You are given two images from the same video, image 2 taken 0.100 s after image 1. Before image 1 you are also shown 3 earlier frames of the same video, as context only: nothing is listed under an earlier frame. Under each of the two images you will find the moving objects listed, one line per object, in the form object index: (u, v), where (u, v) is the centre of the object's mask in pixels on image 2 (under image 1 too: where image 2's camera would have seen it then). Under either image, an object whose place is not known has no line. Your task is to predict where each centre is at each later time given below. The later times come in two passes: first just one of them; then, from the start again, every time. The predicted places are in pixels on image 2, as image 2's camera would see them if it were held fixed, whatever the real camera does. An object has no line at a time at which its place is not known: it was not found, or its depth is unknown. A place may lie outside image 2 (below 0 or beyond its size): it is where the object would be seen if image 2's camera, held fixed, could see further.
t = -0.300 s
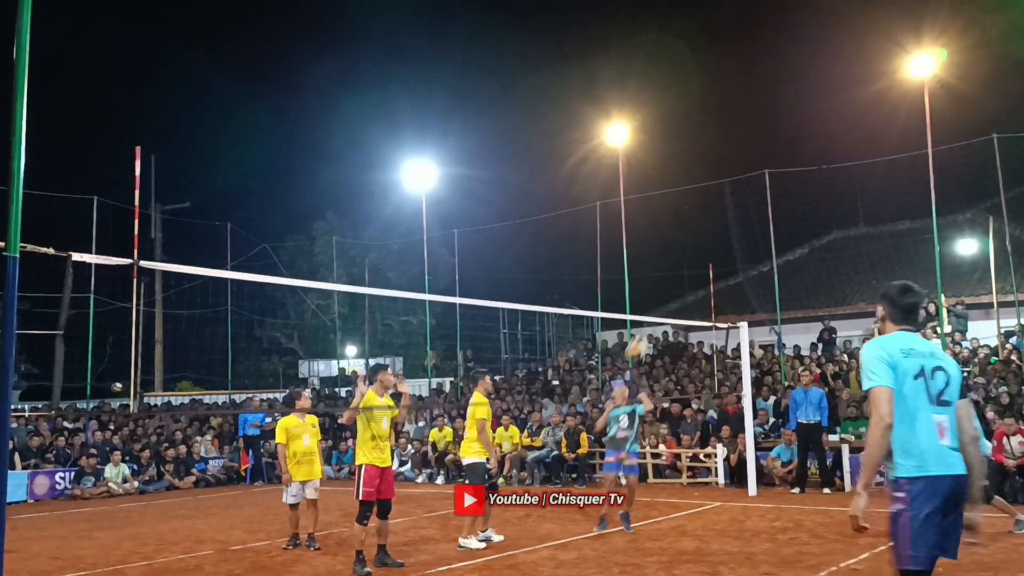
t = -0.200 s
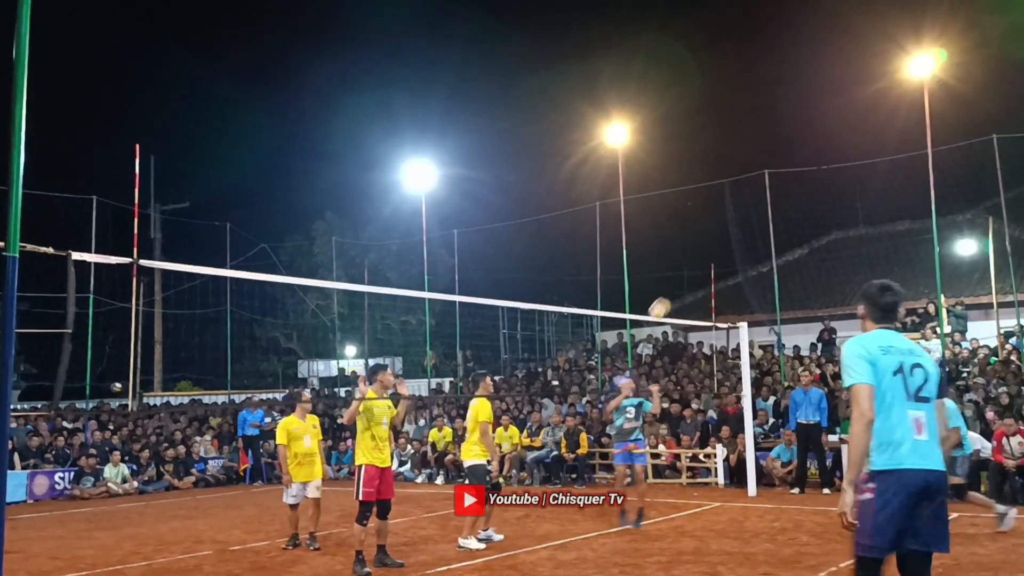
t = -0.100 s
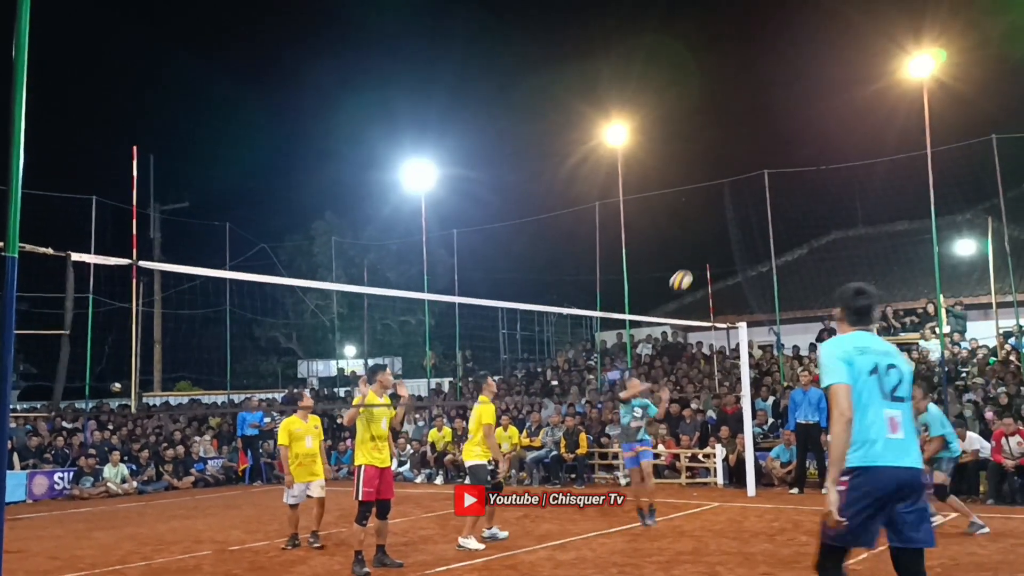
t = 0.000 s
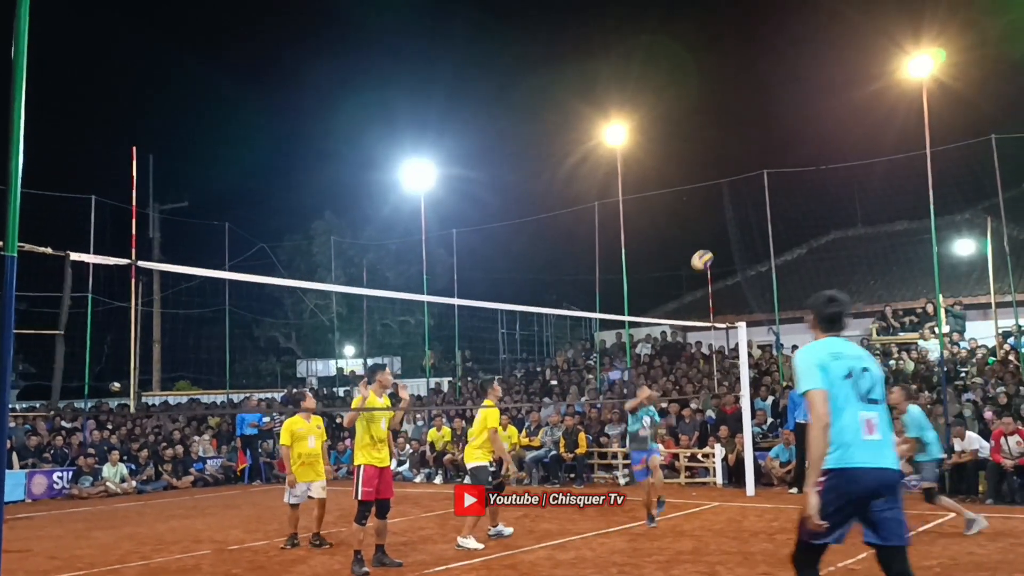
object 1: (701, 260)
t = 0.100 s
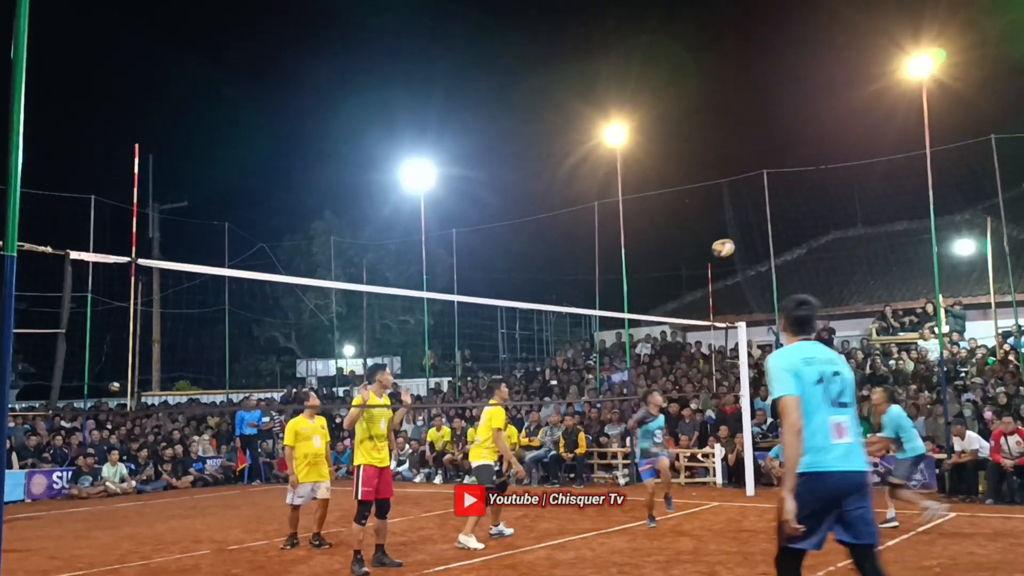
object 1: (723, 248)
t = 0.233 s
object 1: (751, 245)
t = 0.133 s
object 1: (730, 246)
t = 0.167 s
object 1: (737, 245)
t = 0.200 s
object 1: (744, 244)
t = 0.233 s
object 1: (751, 245)
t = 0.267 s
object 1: (758, 247)
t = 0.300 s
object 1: (765, 249)
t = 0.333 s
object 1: (771, 252)
